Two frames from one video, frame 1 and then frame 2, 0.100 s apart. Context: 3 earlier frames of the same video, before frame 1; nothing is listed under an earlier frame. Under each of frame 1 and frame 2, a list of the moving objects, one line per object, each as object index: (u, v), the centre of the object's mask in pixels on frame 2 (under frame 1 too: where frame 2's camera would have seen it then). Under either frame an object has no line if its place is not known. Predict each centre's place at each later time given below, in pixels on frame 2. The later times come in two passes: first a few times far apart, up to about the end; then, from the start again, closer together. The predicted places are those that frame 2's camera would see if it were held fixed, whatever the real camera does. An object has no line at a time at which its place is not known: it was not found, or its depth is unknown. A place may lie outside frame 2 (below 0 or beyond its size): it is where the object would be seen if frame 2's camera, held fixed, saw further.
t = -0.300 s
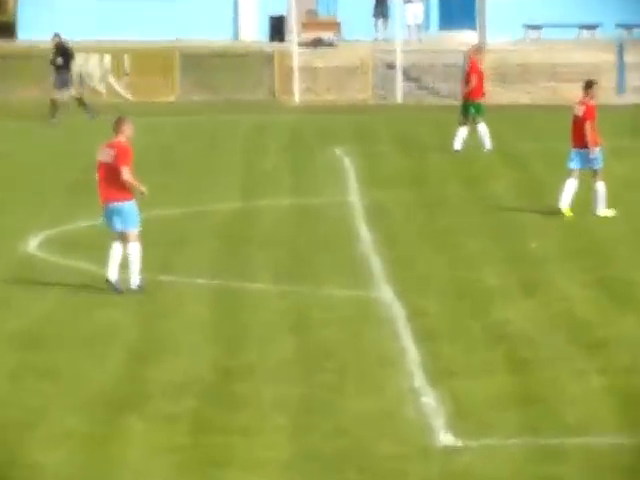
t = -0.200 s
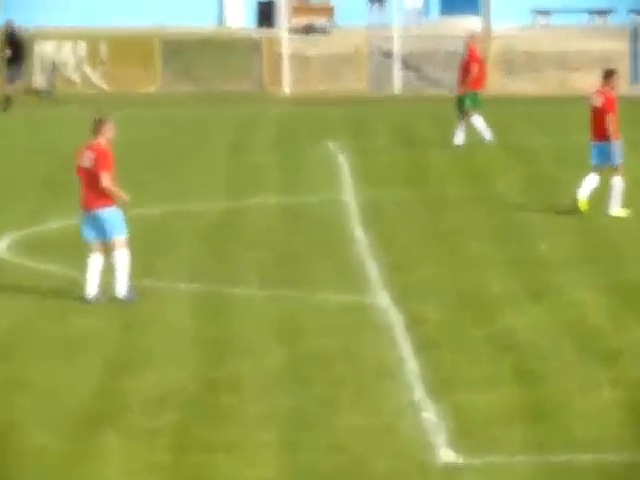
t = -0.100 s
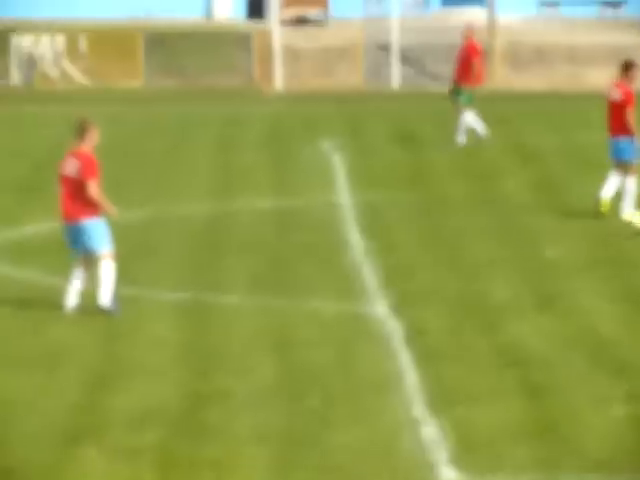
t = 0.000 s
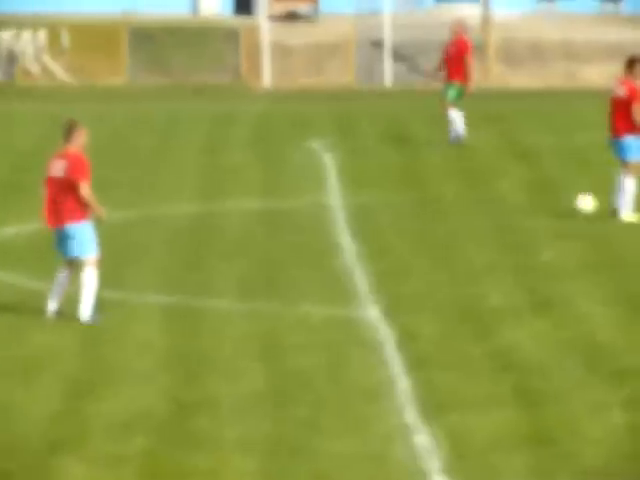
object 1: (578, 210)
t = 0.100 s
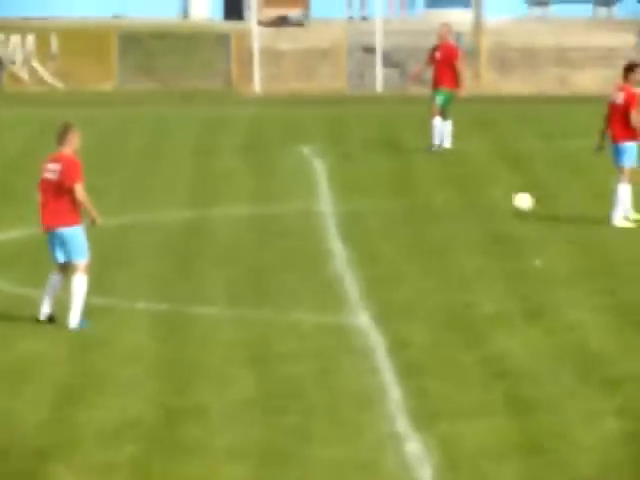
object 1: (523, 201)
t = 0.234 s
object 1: (452, 205)
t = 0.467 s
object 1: (330, 223)
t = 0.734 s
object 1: (193, 217)
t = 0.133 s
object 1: (506, 201)
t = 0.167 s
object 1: (487, 201)
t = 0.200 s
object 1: (469, 203)
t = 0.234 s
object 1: (452, 205)
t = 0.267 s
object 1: (435, 209)
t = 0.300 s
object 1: (417, 214)
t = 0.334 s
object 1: (400, 220)
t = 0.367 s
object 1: (382, 226)
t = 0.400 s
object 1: (364, 234)
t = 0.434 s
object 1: (348, 229)
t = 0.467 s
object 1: (330, 223)
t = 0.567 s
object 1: (279, 212)
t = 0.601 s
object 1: (261, 211)
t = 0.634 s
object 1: (243, 212)
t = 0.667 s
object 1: (227, 212)
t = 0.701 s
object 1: (211, 214)
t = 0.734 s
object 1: (193, 217)
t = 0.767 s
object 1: (178, 220)
